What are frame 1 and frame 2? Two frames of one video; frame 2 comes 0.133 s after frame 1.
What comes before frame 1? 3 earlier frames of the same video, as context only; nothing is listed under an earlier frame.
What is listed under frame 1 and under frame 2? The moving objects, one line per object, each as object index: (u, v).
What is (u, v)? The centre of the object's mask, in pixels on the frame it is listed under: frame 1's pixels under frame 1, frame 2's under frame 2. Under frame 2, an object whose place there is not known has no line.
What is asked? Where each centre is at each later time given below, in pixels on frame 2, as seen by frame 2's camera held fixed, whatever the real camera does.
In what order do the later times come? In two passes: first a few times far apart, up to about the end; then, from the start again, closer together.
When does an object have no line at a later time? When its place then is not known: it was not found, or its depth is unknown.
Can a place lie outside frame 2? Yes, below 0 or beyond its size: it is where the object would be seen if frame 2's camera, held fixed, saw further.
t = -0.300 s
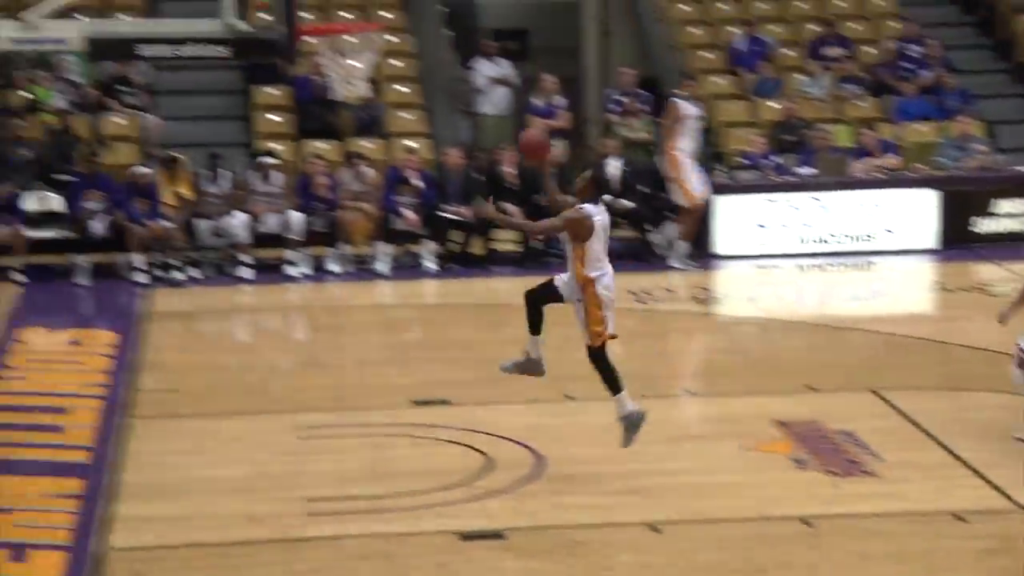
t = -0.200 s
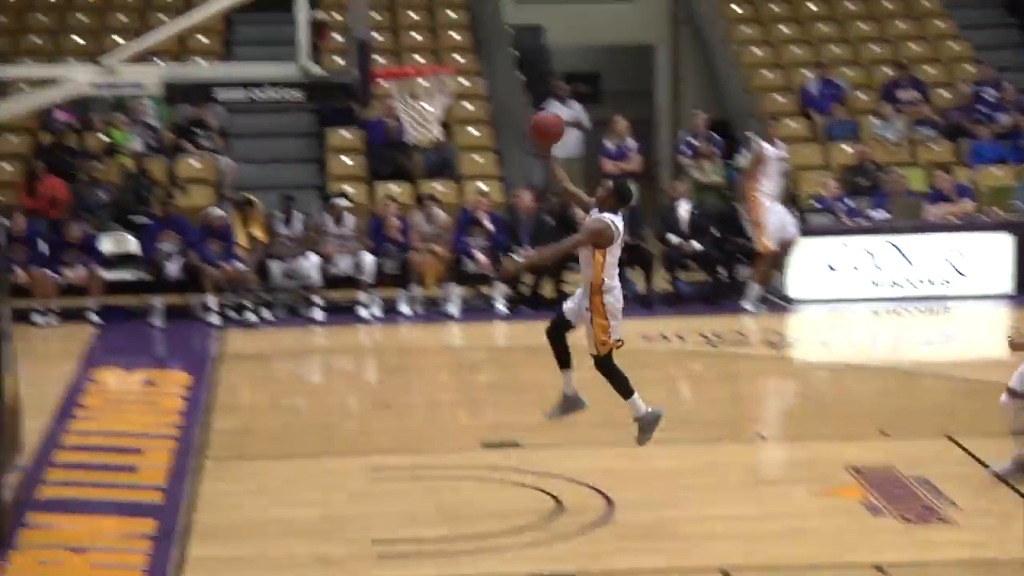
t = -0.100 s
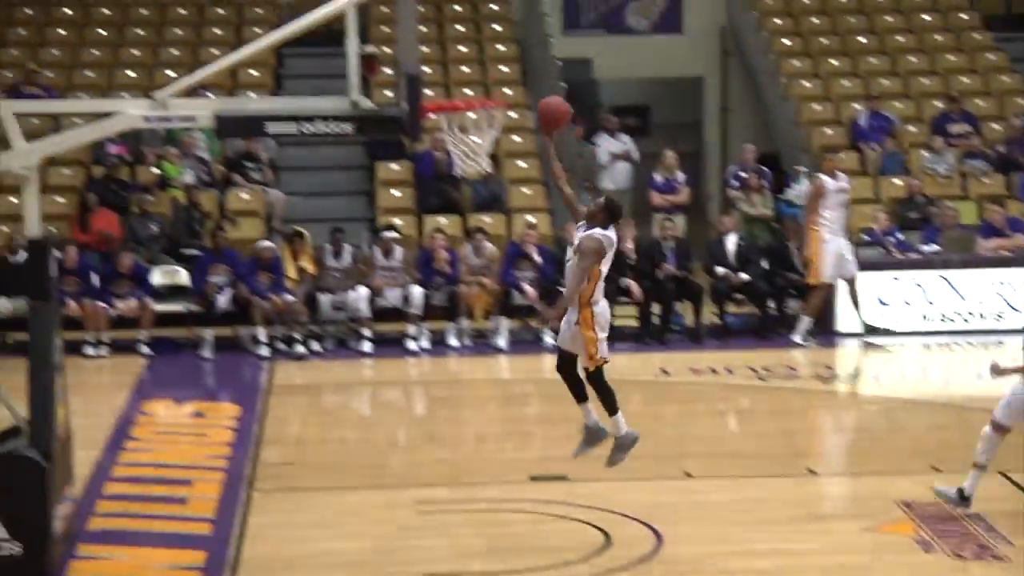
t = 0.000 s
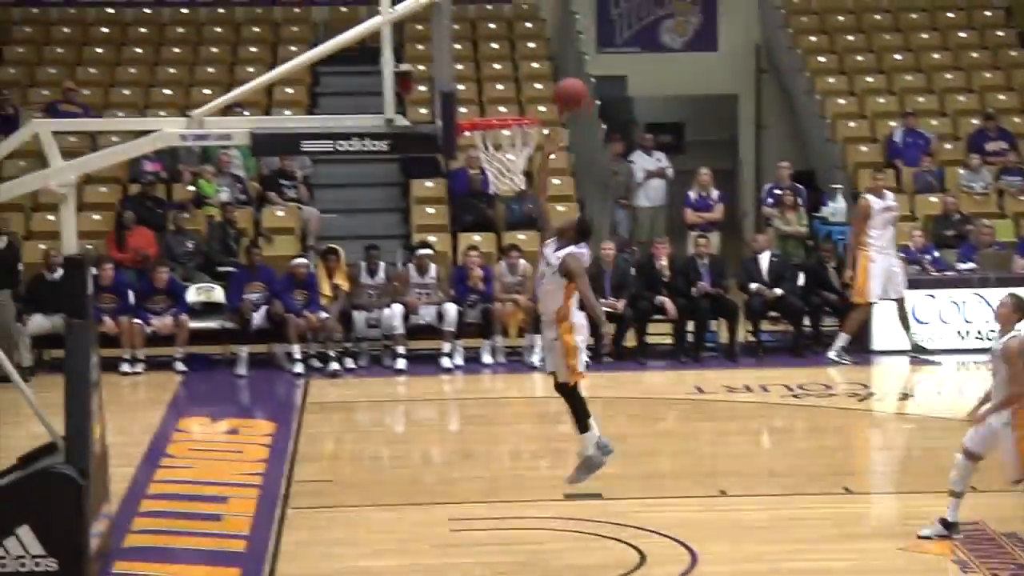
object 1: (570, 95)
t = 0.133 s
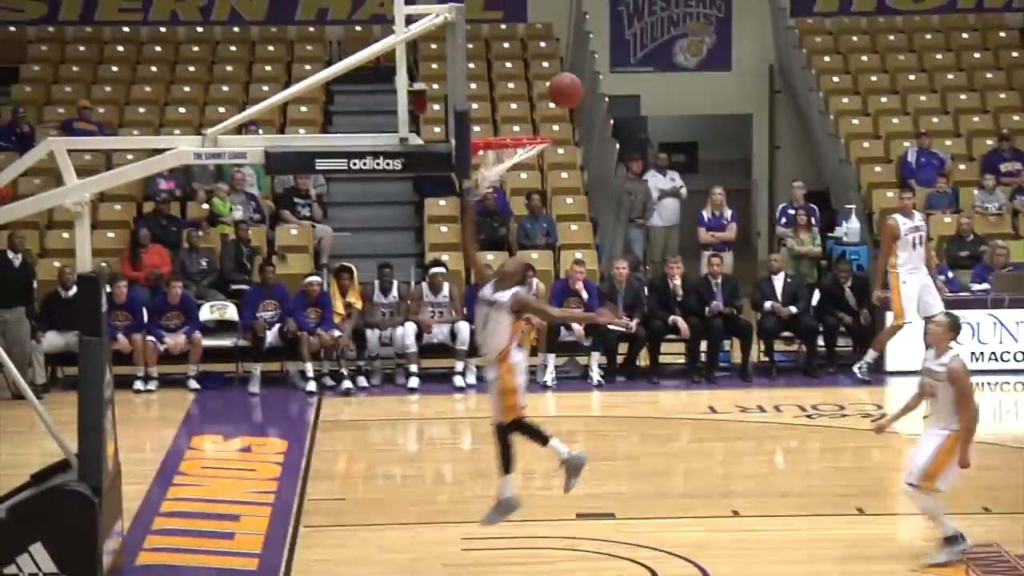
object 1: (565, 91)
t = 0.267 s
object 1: (547, 92)
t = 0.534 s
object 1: (510, 166)
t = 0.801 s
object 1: (490, 275)
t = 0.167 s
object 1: (560, 88)
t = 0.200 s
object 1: (556, 87)
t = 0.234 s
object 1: (551, 89)
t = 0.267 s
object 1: (547, 92)
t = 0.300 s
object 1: (542, 96)
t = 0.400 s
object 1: (530, 117)
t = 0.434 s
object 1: (524, 126)
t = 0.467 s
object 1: (520, 131)
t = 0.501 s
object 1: (512, 155)
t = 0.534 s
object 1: (510, 166)
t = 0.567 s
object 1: (505, 178)
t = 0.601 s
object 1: (502, 191)
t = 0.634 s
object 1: (500, 214)
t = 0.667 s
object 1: (498, 217)
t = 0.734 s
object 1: (495, 242)
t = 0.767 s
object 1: (492, 257)
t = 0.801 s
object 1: (490, 275)
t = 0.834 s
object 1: (490, 293)
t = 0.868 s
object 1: (489, 312)
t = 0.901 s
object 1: (485, 335)
